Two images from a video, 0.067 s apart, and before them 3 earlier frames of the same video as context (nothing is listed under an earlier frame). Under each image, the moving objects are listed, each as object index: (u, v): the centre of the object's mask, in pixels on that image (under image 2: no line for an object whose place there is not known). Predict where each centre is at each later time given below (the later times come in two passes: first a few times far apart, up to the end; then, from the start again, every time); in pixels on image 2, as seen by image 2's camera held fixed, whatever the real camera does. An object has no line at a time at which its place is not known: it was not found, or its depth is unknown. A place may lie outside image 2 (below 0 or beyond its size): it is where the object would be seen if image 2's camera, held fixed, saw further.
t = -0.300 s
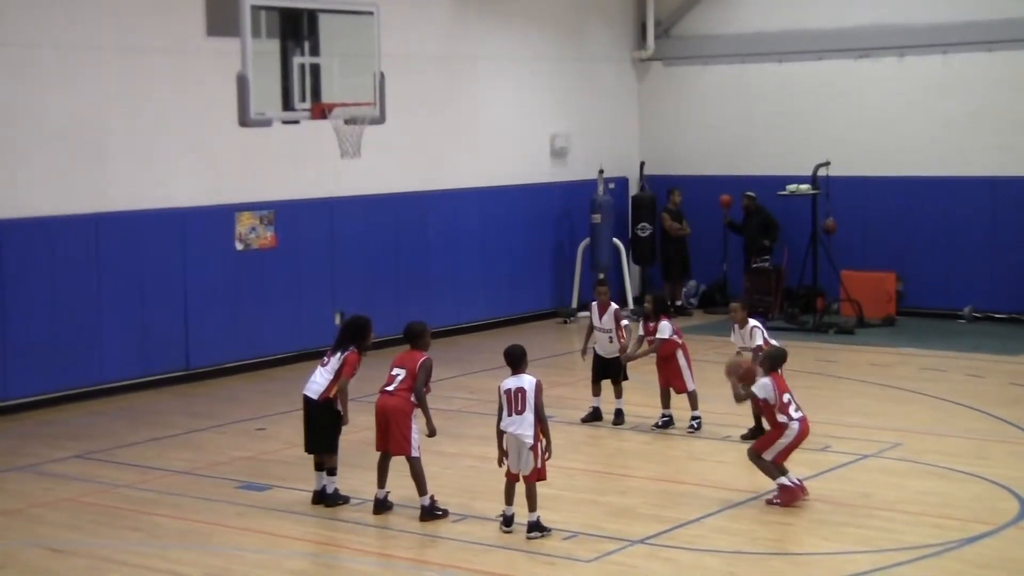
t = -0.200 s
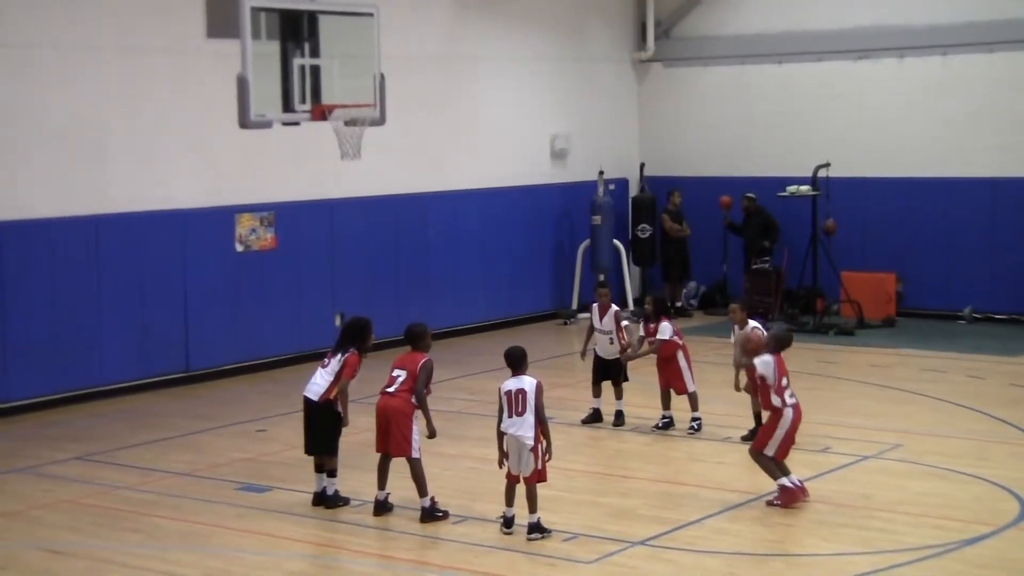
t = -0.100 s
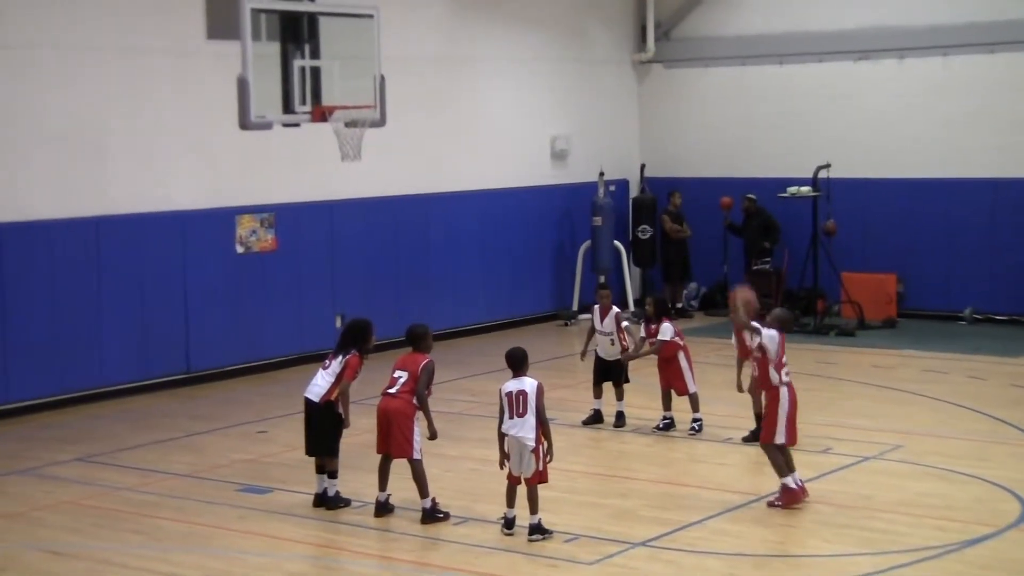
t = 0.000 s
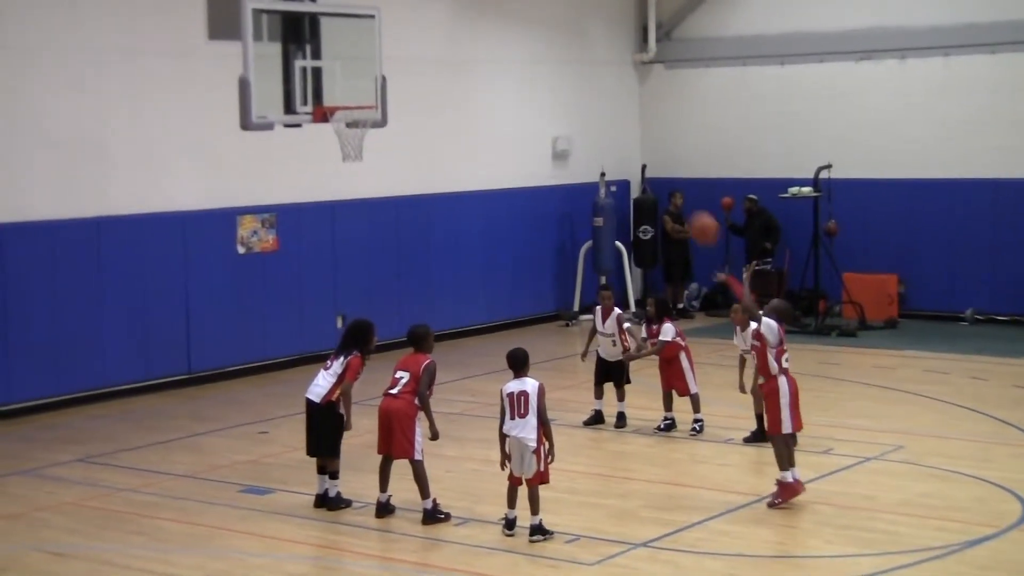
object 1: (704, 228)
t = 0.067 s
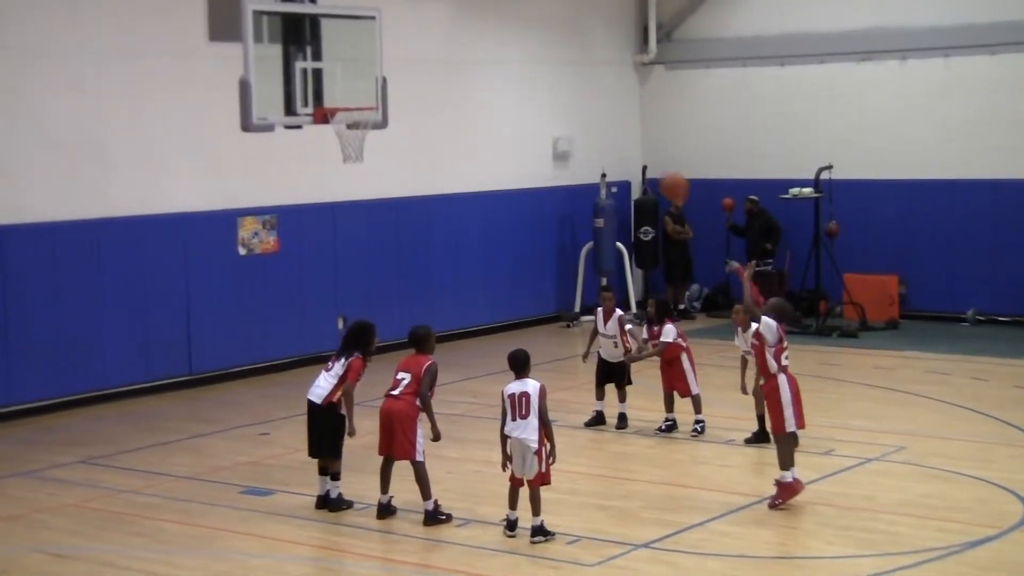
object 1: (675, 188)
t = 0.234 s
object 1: (598, 102)
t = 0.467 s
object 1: (501, 49)
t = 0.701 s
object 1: (416, 62)
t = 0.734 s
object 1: (404, 69)
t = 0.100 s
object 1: (658, 167)
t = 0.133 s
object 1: (642, 148)
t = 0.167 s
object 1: (627, 131)
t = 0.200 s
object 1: (612, 116)
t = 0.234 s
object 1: (598, 102)
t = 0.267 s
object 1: (583, 91)
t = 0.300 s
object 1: (569, 80)
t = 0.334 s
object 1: (555, 71)
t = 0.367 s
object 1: (541, 63)
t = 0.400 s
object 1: (528, 57)
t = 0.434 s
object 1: (515, 52)
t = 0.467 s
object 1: (501, 49)
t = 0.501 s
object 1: (489, 47)
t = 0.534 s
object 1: (477, 46)
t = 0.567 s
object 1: (464, 46)
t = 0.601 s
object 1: (452, 49)
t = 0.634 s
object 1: (440, 52)
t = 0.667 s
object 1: (428, 57)
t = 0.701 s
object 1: (416, 62)
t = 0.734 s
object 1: (404, 69)
